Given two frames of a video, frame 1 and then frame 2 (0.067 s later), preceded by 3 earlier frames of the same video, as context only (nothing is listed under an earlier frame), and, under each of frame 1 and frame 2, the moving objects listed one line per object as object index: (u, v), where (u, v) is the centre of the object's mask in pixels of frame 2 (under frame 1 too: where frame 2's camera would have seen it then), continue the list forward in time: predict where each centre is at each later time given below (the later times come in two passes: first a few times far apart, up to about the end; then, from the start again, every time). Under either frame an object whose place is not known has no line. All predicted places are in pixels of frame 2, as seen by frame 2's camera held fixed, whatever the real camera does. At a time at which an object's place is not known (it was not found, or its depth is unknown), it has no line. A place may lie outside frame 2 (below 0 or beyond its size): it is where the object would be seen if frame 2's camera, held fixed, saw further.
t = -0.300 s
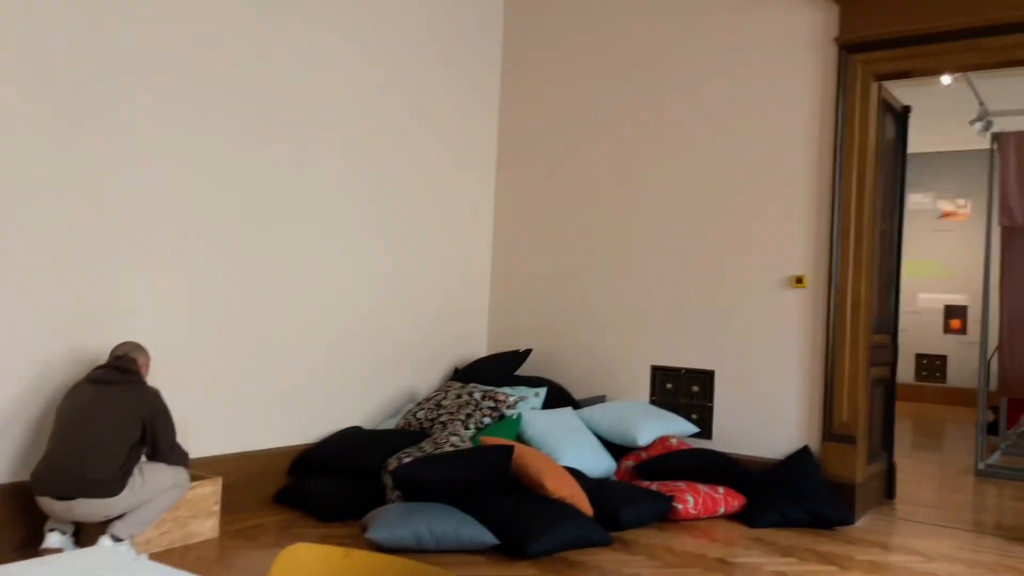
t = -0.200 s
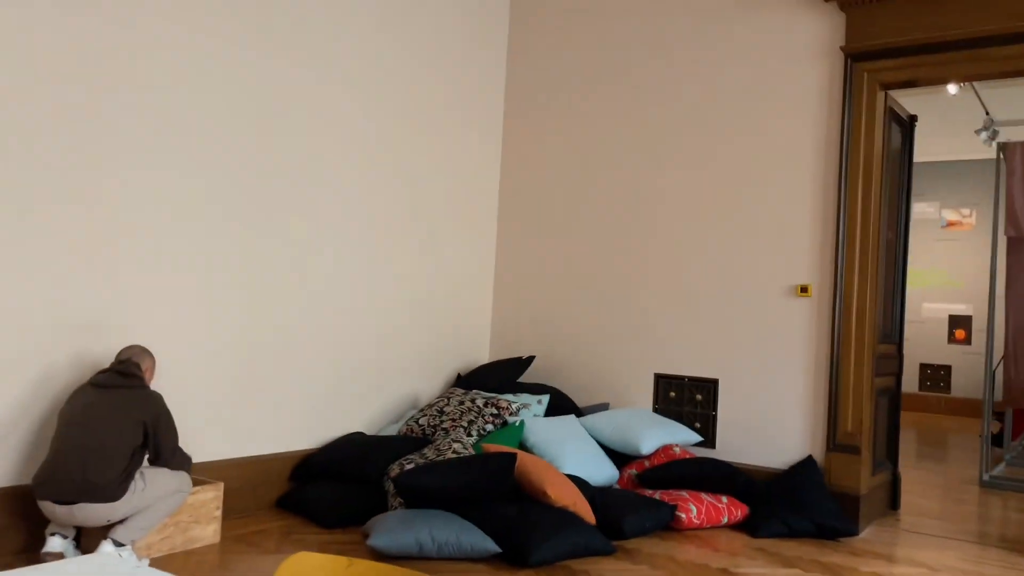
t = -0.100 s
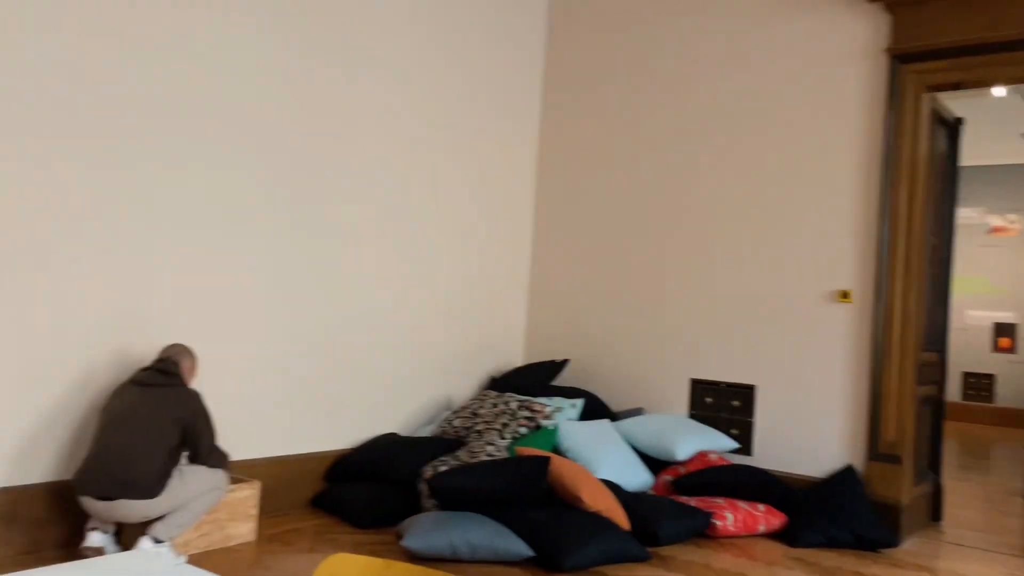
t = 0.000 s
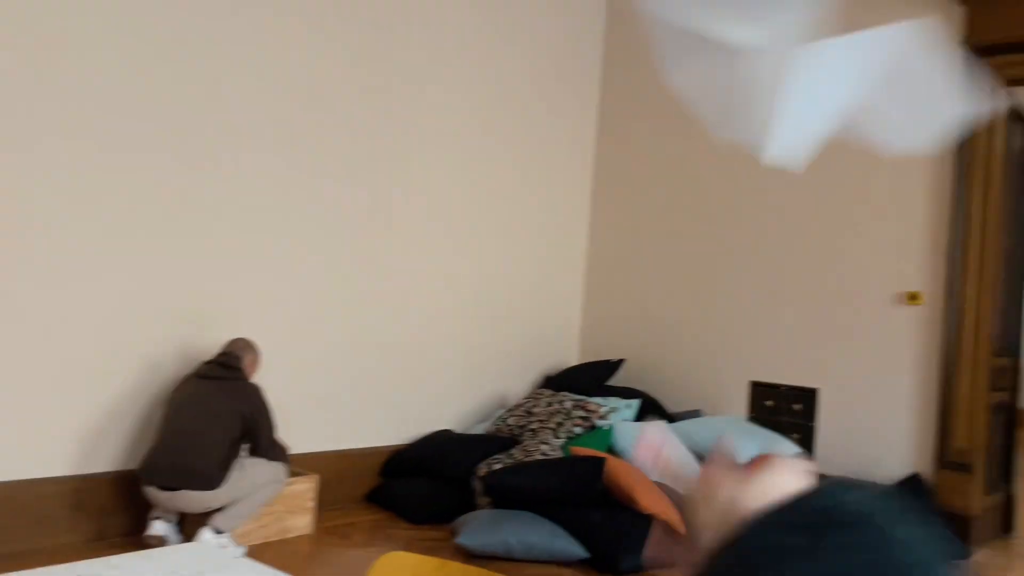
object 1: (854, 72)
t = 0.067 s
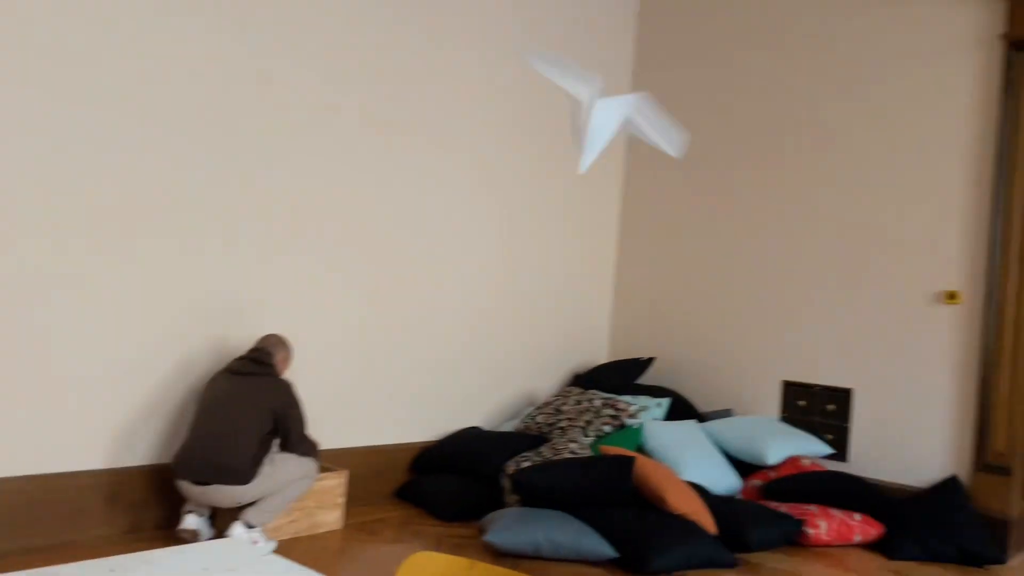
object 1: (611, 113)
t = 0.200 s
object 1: (551, 118)
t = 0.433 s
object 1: (762, 151)
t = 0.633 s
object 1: (953, 260)
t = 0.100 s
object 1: (551, 126)
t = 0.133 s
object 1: (538, 122)
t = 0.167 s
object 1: (539, 119)
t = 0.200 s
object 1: (551, 118)
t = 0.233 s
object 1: (572, 116)
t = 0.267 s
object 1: (599, 115)
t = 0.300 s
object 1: (629, 116)
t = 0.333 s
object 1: (661, 121)
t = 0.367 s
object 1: (695, 128)
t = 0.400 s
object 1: (728, 138)
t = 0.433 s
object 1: (762, 151)
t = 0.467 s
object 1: (796, 167)
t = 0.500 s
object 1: (829, 184)
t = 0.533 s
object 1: (862, 203)
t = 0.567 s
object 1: (895, 222)
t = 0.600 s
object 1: (924, 241)
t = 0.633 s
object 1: (953, 260)
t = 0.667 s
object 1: (981, 277)
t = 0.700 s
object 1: (1007, 294)
